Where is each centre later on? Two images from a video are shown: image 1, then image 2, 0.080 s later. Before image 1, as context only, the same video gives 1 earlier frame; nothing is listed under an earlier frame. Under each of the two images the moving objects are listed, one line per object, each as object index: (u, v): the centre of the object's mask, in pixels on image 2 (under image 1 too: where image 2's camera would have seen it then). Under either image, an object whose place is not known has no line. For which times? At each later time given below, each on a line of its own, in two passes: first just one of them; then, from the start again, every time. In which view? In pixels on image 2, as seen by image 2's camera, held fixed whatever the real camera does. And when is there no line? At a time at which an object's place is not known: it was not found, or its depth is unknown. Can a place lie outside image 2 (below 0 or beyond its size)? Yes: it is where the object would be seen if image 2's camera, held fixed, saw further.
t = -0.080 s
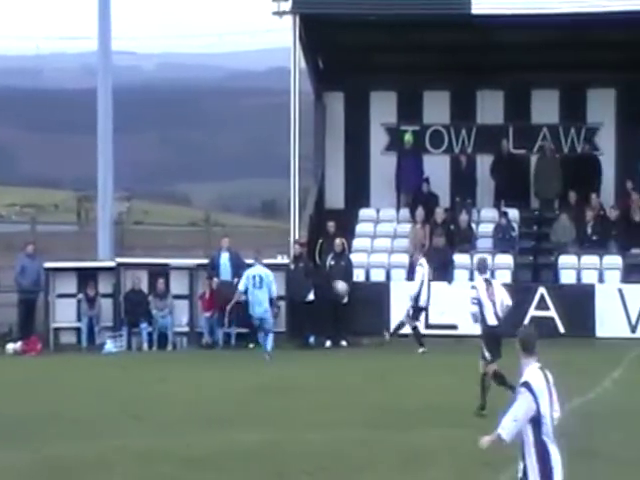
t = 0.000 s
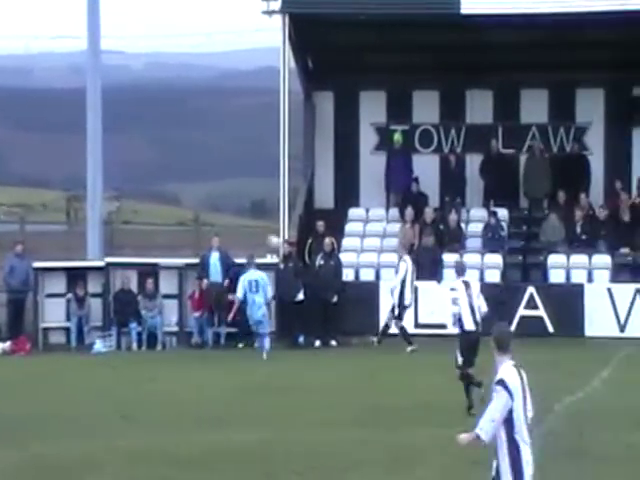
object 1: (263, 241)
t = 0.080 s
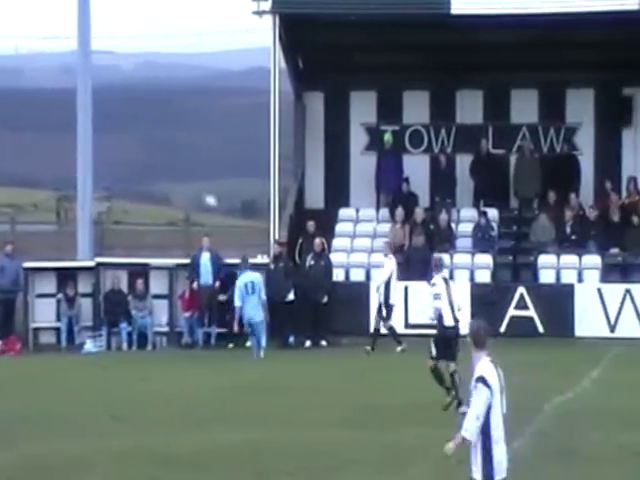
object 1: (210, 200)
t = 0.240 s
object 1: (103, 130)
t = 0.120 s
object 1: (183, 182)
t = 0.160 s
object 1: (155, 164)
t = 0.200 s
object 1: (129, 147)
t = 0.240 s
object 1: (103, 130)
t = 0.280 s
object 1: (77, 114)
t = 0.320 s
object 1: (51, 99)
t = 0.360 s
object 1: (25, 85)
